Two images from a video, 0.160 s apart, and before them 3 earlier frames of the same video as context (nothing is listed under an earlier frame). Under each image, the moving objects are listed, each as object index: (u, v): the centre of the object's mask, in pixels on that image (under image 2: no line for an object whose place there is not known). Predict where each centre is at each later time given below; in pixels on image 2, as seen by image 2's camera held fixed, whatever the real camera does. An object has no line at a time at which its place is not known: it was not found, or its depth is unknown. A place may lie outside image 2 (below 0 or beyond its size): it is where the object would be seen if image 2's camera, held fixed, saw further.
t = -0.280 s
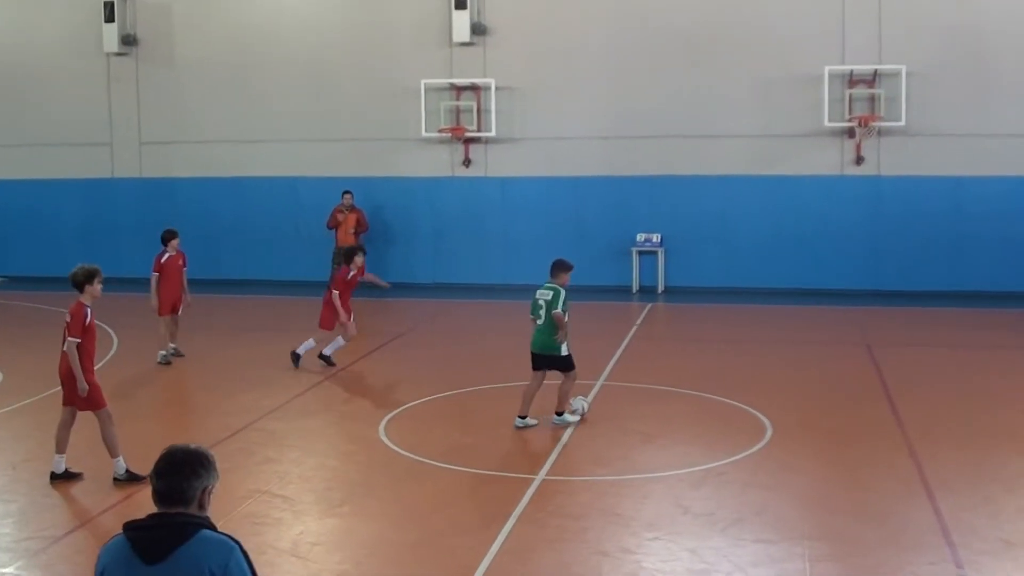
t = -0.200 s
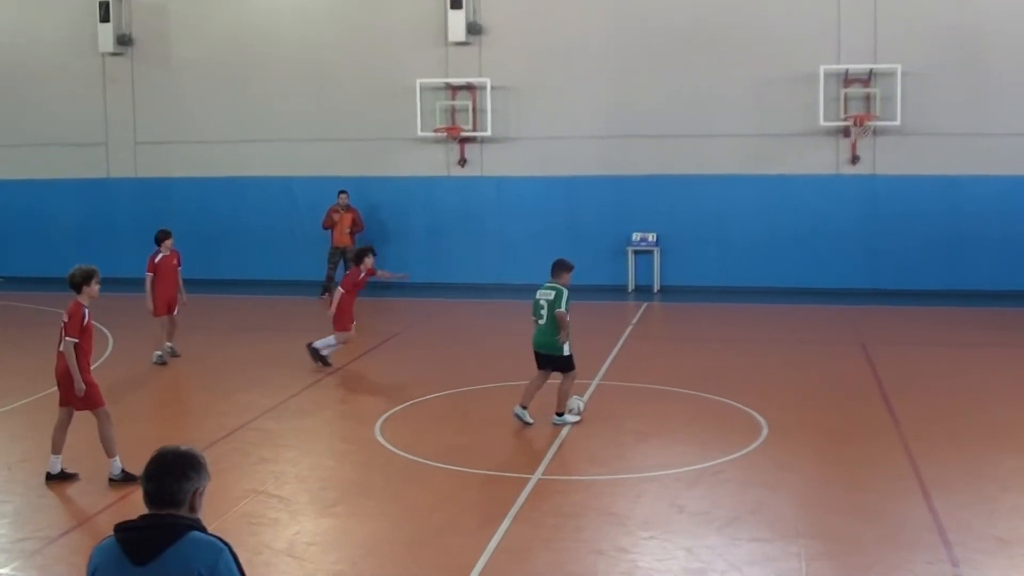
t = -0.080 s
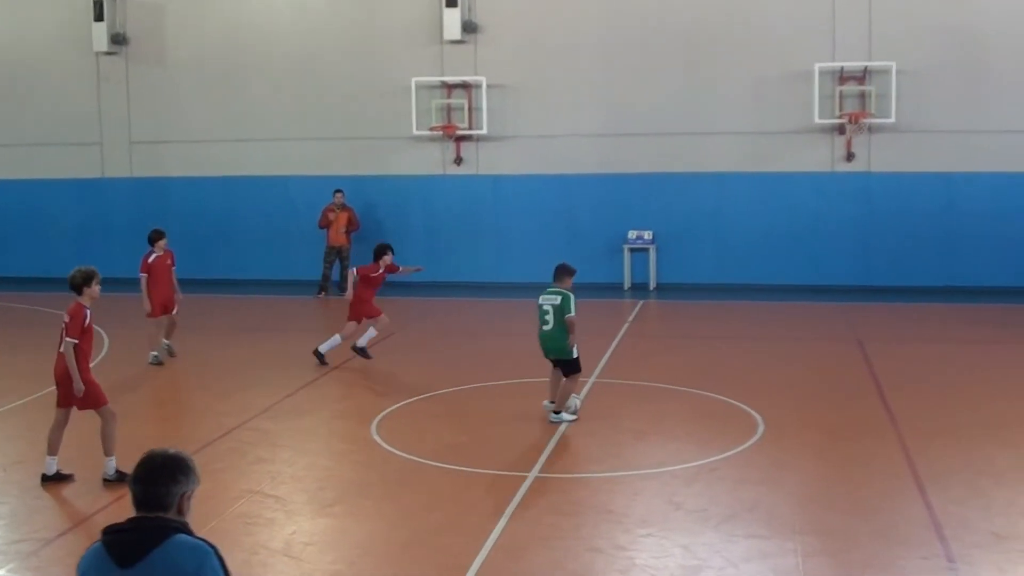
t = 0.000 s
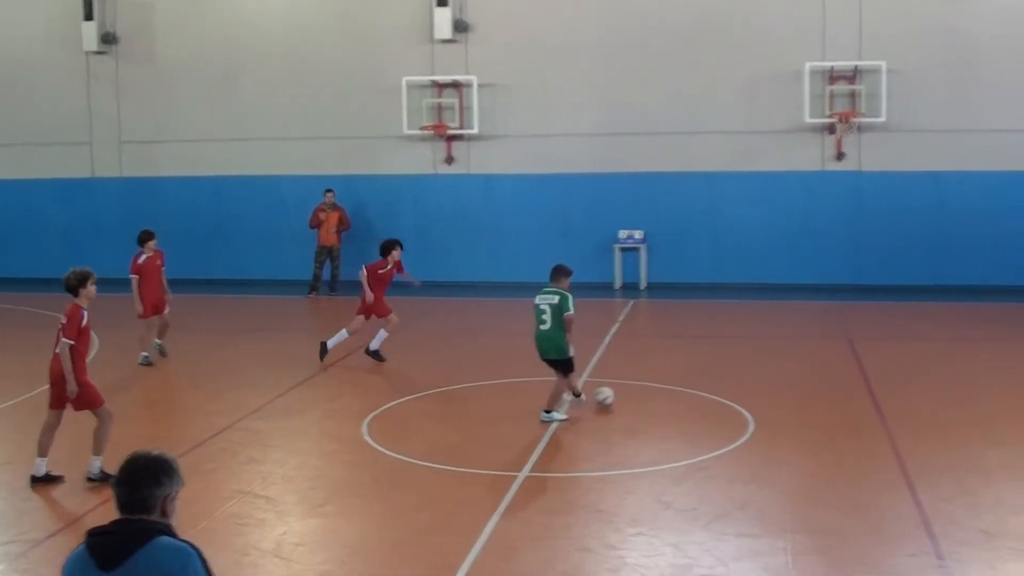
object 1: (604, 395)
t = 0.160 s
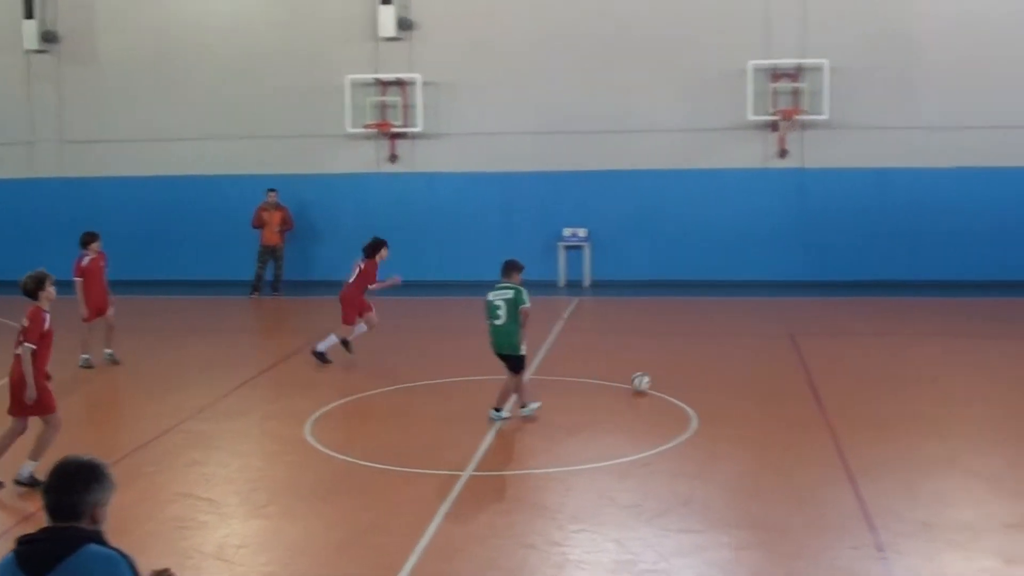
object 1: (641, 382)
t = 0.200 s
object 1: (660, 379)
